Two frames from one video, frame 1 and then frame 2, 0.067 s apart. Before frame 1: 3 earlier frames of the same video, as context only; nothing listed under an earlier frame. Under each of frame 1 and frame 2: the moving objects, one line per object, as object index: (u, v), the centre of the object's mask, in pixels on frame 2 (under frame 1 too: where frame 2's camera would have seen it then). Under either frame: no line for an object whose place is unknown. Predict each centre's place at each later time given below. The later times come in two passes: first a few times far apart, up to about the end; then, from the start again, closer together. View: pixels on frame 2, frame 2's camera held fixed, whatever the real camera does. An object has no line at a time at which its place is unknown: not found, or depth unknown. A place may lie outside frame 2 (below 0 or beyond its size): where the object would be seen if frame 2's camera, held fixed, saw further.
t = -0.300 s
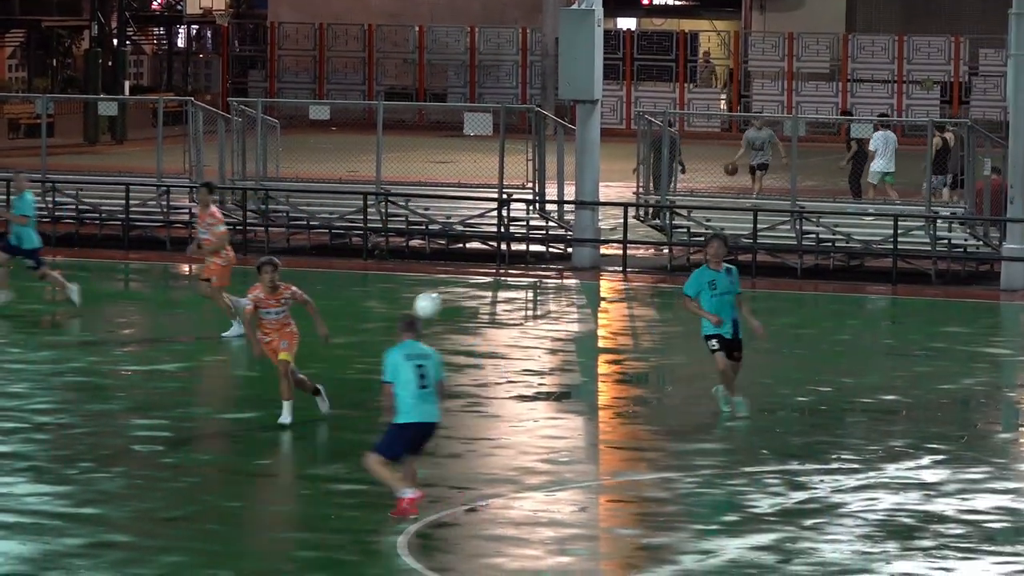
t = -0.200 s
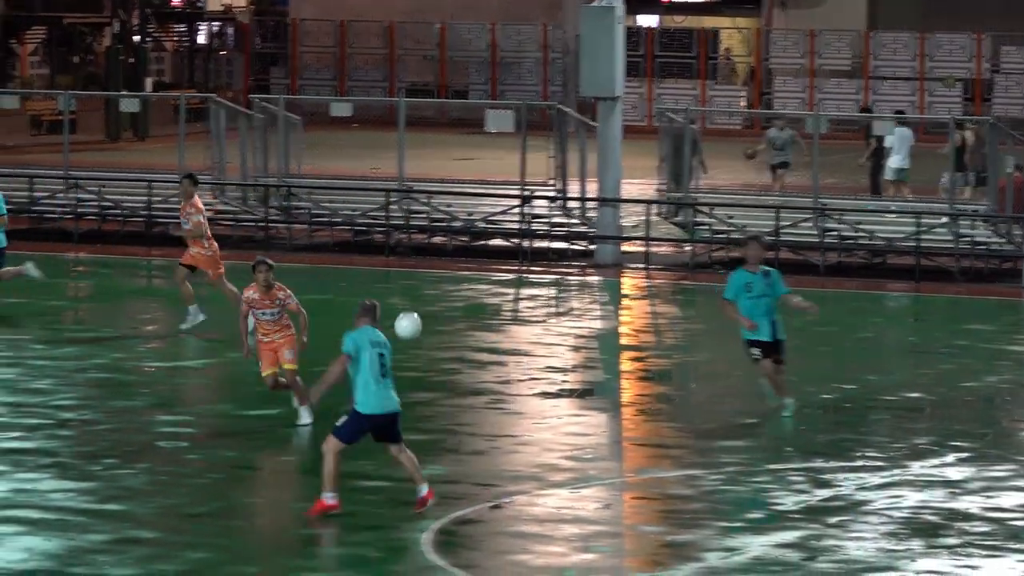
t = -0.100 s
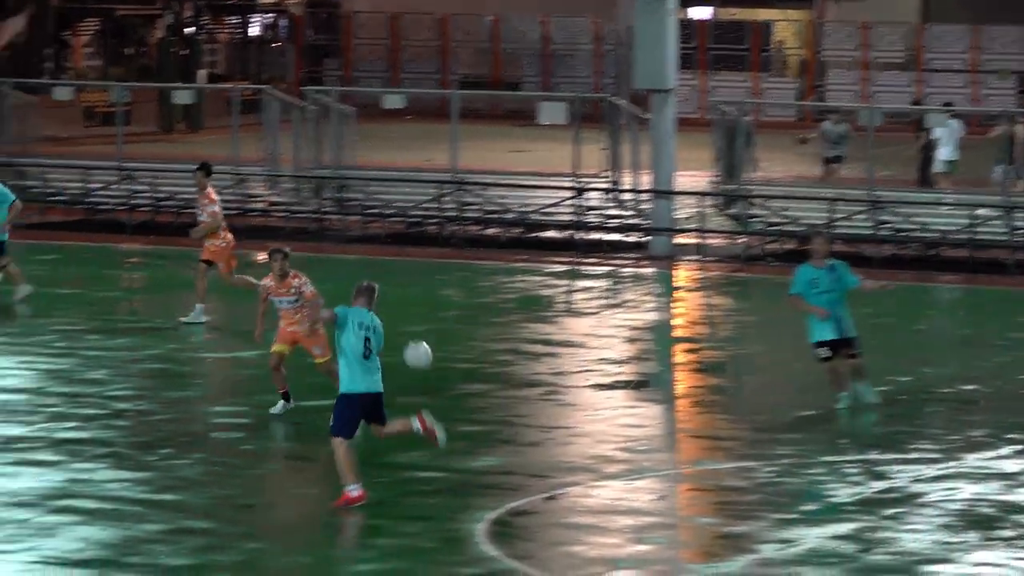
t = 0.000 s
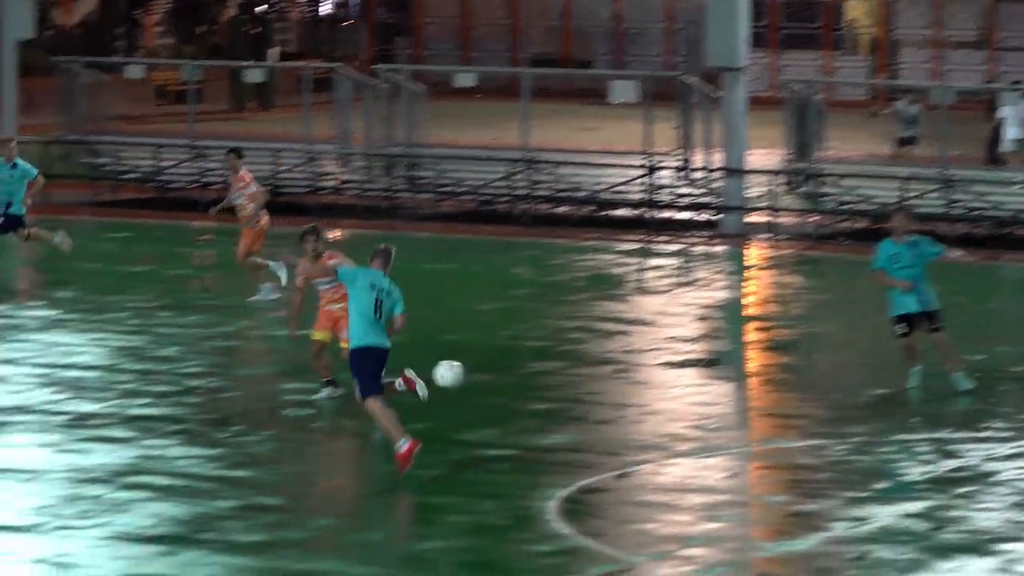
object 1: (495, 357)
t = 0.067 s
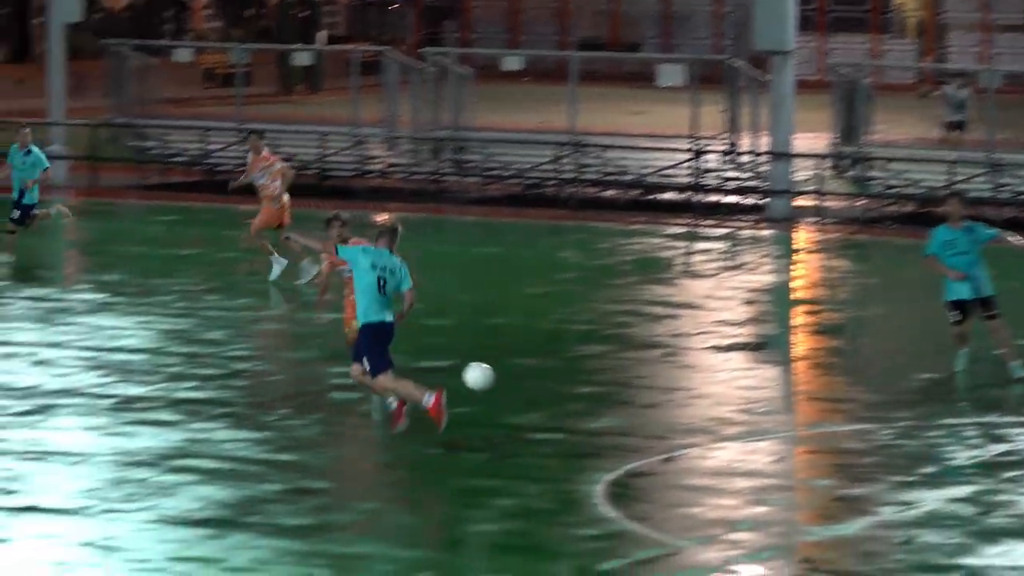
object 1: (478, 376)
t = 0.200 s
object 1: (442, 433)
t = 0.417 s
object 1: (403, 439)
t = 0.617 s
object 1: (376, 421)
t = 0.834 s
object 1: (345, 466)
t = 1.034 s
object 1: (314, 509)
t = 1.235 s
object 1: (286, 480)
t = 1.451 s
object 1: (253, 517)
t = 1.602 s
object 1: (228, 572)
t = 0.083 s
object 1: (474, 382)
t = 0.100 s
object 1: (469, 388)
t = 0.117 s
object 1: (464, 394)
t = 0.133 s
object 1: (460, 401)
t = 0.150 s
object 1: (456, 409)
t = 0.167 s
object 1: (451, 417)
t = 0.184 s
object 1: (446, 425)
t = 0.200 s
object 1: (442, 433)
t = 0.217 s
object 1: (437, 442)
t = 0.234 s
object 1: (432, 452)
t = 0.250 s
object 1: (427, 462)
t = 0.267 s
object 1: (423, 473)
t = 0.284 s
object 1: (419, 480)
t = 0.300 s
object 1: (417, 475)
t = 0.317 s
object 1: (415, 469)
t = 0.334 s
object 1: (413, 463)
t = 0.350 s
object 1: (411, 458)
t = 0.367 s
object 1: (409, 453)
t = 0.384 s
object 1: (407, 448)
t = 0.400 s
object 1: (405, 444)
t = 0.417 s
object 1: (403, 439)
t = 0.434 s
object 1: (401, 436)
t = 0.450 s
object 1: (399, 433)
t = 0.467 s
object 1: (397, 430)
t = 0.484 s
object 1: (395, 427)
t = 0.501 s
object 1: (392, 425)
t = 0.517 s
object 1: (390, 423)
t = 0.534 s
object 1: (388, 422)
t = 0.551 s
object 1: (386, 421)
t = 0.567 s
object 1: (384, 420)
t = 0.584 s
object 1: (381, 420)
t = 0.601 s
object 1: (379, 420)
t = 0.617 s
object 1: (376, 421)
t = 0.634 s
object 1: (374, 422)
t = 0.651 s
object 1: (372, 423)
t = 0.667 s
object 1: (369, 425)
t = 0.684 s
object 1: (367, 427)
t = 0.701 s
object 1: (365, 430)
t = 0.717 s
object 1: (362, 433)
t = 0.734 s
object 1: (360, 436)
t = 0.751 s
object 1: (357, 440)
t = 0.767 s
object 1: (354, 444)
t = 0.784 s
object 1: (352, 449)
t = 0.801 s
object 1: (350, 454)
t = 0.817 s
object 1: (347, 460)
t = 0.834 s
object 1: (345, 466)
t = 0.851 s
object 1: (342, 472)
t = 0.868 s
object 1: (339, 479)
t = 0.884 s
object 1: (337, 486)
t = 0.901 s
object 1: (334, 494)
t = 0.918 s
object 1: (331, 503)
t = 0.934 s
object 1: (329, 511)
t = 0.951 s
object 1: (326, 520)
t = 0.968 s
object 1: (324, 529)
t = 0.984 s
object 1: (321, 525)
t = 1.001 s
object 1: (319, 520)
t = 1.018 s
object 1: (316, 514)
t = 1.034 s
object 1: (314, 509)
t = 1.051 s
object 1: (312, 504)
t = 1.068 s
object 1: (310, 500)
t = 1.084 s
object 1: (307, 495)
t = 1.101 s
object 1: (305, 492)
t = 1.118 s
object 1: (303, 489)
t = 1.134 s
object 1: (300, 487)
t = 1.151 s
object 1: (298, 484)
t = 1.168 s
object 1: (296, 483)
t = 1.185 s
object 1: (293, 481)
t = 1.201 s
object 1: (291, 480)
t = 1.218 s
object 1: (289, 480)
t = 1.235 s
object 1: (286, 480)
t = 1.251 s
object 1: (284, 480)
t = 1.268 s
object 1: (281, 480)
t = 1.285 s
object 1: (279, 481)
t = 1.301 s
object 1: (276, 483)
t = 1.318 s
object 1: (274, 485)
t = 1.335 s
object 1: (271, 488)
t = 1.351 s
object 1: (269, 491)
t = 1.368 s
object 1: (266, 493)
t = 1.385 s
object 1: (263, 497)
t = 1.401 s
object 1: (261, 501)
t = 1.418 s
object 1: (258, 506)
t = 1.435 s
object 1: (256, 512)
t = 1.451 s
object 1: (253, 517)
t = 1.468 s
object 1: (250, 523)
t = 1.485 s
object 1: (247, 530)
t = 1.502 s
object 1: (245, 537)
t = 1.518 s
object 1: (242, 544)
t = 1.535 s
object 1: (239, 553)
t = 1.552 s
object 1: (236, 561)
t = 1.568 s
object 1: (232, 571)
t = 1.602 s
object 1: (228, 572)
